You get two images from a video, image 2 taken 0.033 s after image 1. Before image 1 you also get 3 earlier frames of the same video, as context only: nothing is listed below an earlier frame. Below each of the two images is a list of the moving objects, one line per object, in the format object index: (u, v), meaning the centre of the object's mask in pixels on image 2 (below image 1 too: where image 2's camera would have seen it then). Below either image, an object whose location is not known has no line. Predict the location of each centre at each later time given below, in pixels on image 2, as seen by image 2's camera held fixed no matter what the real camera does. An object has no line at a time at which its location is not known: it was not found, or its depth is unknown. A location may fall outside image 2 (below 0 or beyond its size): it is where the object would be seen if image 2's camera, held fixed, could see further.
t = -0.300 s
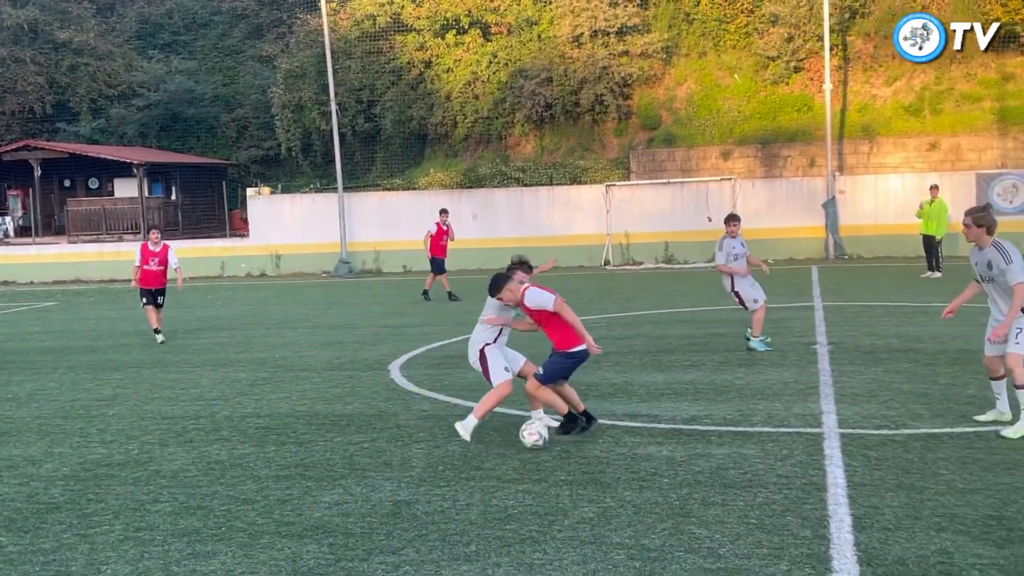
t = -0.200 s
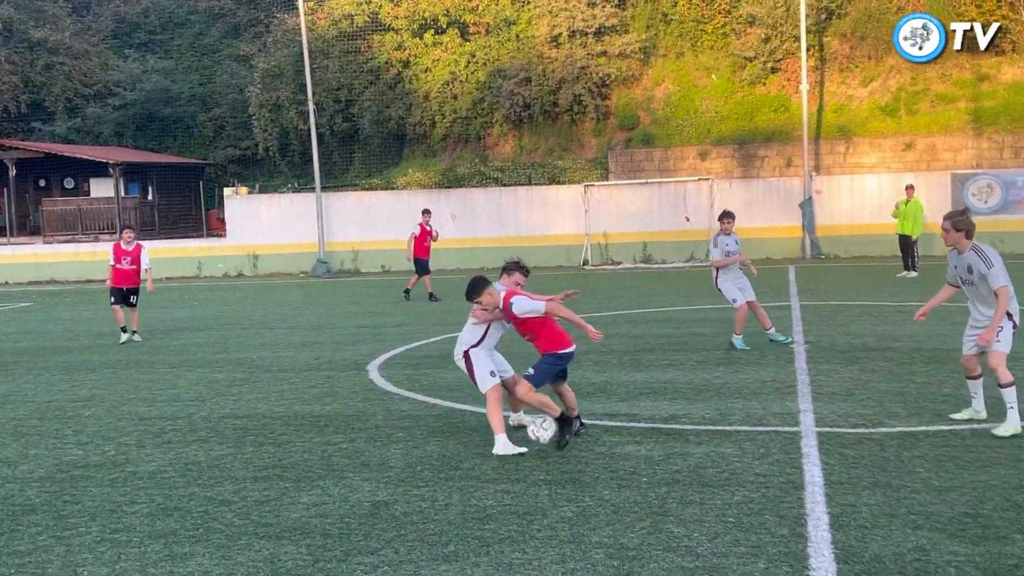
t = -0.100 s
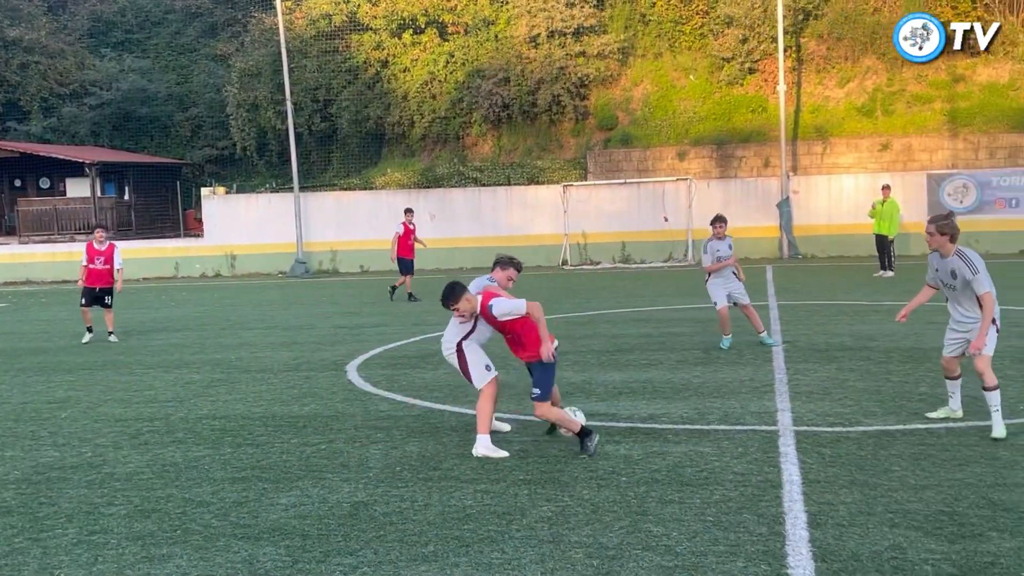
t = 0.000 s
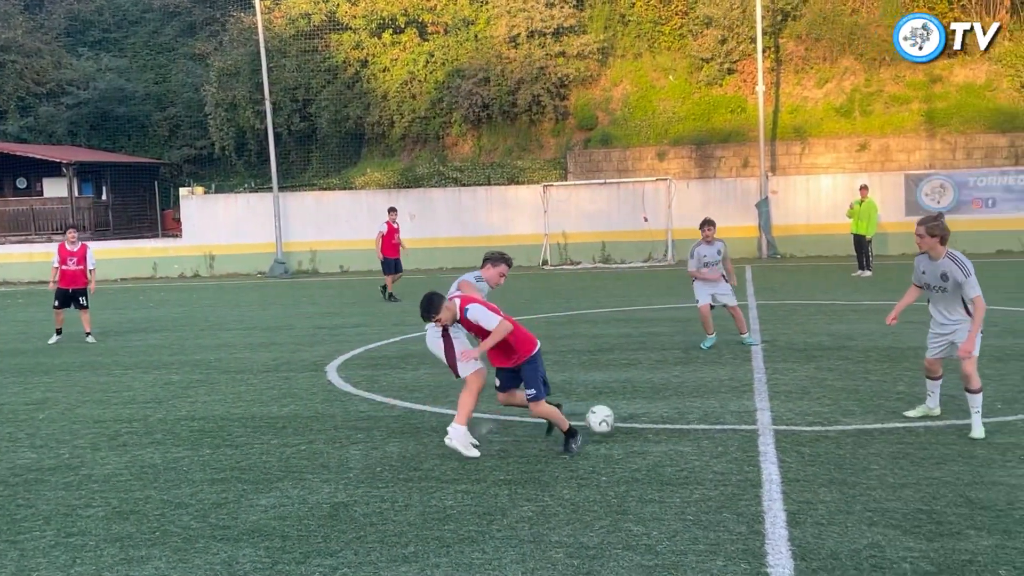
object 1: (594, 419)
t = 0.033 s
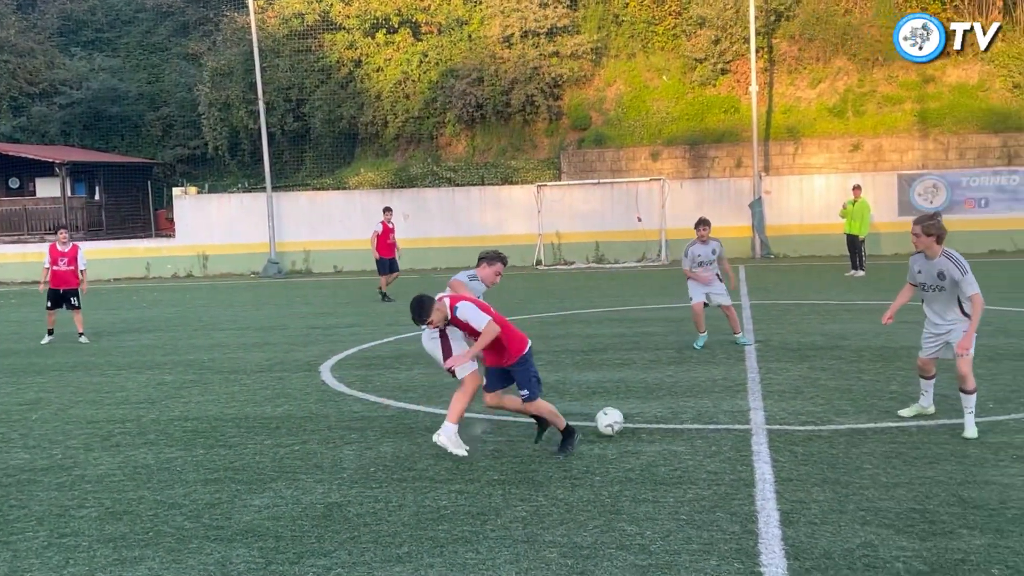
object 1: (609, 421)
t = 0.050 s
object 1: (617, 422)
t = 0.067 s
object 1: (623, 420)
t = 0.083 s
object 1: (628, 417)
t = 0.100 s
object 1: (634, 414)
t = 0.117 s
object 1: (639, 413)
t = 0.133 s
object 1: (645, 411)
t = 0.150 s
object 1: (650, 409)
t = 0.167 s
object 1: (656, 409)
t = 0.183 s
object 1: (661, 409)
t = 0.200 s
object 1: (666, 409)
